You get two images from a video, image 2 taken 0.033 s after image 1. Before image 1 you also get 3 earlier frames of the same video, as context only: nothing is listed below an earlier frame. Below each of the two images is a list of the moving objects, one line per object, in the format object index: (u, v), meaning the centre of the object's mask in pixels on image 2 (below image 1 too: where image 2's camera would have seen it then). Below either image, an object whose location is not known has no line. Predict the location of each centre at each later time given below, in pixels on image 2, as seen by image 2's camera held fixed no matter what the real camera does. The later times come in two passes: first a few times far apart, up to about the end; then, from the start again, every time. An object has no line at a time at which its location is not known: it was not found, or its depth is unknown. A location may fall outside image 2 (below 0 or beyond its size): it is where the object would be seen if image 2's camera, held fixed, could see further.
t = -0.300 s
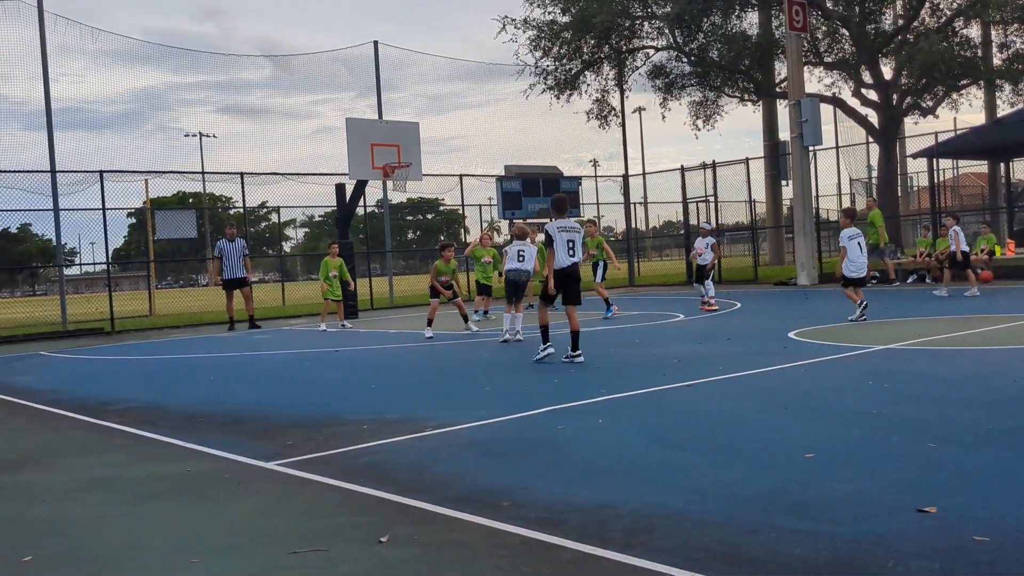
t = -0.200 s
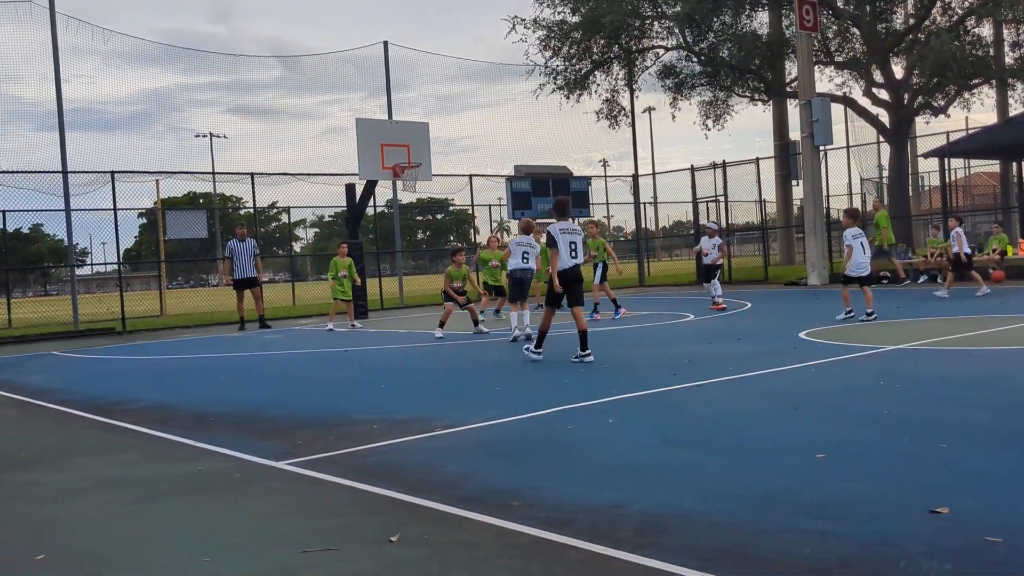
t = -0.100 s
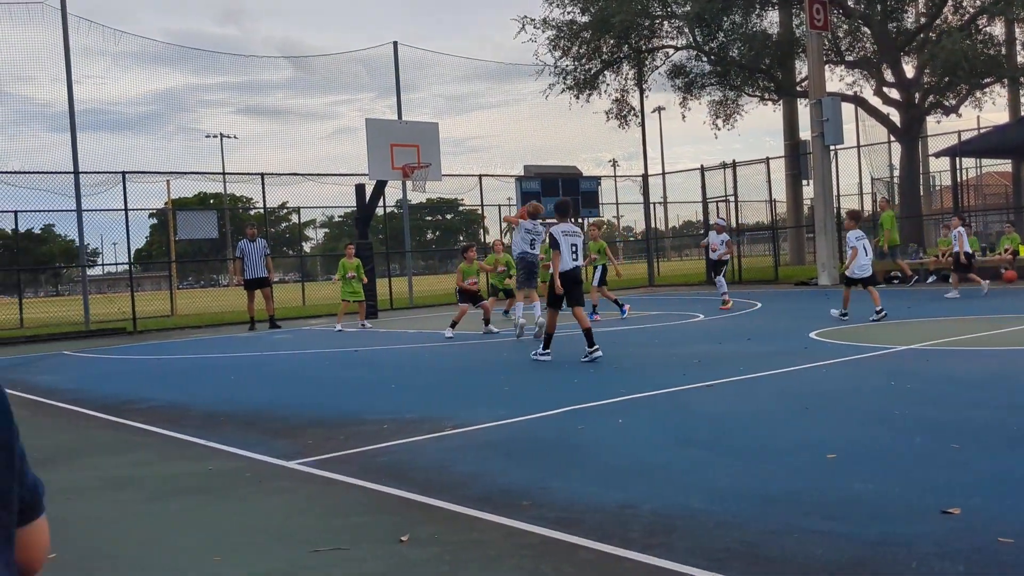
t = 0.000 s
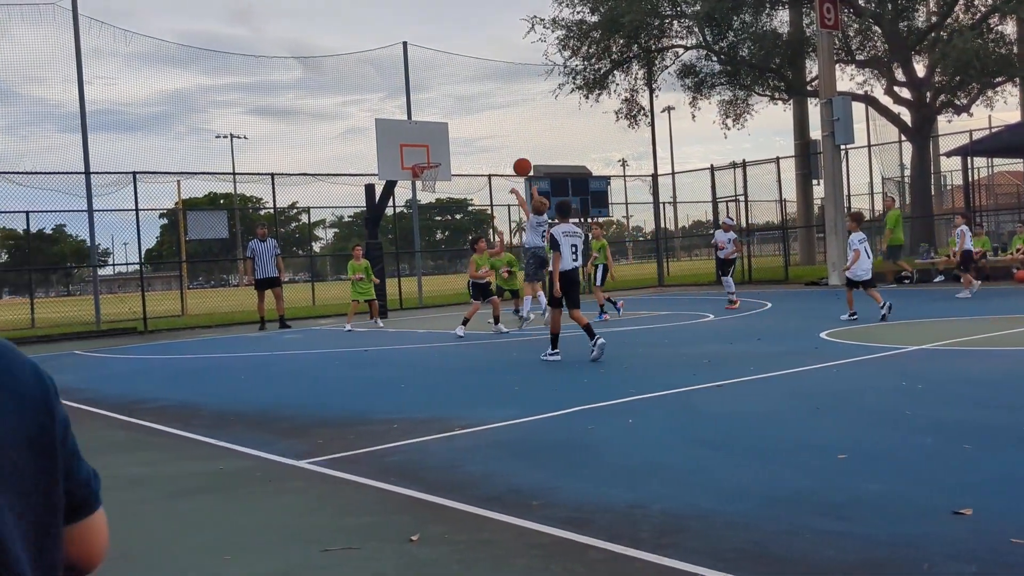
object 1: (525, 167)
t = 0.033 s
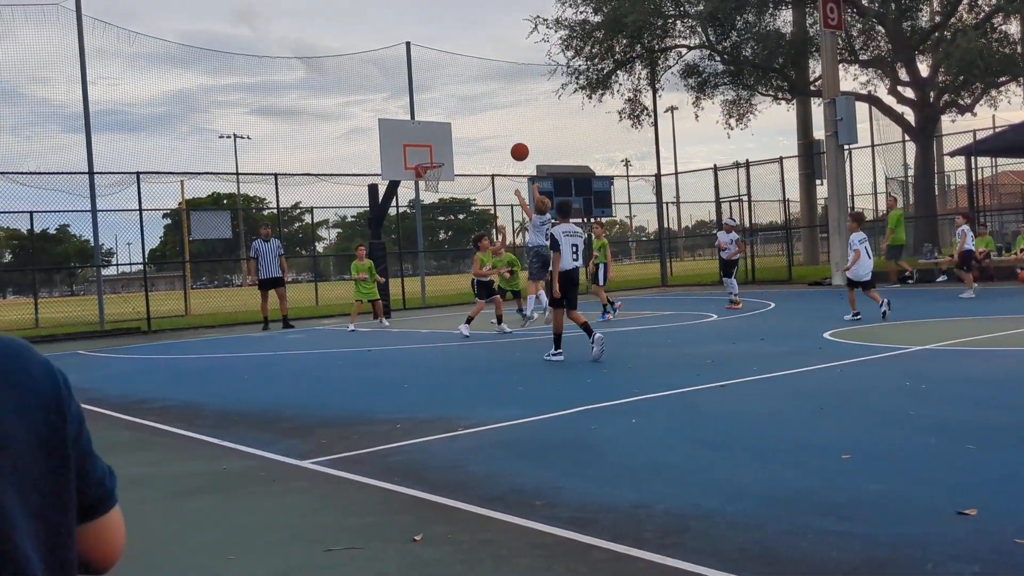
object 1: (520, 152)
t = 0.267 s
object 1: (486, 77)
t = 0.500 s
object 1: (460, 47)
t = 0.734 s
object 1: (441, 55)
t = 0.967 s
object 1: (427, 95)
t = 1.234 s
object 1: (415, 156)
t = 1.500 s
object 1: (436, 130)
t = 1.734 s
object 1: (456, 139)
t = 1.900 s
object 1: (472, 166)
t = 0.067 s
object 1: (514, 138)
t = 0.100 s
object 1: (509, 125)
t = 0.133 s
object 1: (504, 113)
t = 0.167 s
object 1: (499, 103)
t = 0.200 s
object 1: (494, 93)
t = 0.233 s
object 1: (490, 84)
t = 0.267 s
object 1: (486, 77)
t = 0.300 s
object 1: (482, 70)
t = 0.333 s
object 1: (478, 64)
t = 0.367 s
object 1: (474, 59)
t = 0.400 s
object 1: (470, 55)
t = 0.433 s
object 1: (467, 51)
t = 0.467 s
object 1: (464, 49)
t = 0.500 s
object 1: (460, 47)
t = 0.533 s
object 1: (457, 46)
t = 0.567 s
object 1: (454, 46)
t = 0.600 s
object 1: (451, 46)
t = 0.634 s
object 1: (449, 48)
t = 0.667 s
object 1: (446, 49)
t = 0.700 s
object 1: (443, 52)
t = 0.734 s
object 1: (441, 55)
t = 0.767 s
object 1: (439, 59)
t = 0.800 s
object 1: (436, 64)
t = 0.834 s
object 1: (434, 69)
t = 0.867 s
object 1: (432, 74)
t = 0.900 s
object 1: (430, 81)
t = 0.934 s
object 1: (428, 88)
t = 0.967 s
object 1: (427, 95)
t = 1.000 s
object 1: (425, 103)
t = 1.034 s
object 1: (424, 111)
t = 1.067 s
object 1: (422, 120)
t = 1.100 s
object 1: (421, 129)
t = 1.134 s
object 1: (419, 139)
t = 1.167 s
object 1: (418, 149)
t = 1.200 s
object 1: (417, 159)
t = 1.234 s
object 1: (415, 156)
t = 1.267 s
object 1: (418, 151)
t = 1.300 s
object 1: (421, 146)
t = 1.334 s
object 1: (423, 142)
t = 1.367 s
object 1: (425, 138)
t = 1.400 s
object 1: (428, 135)
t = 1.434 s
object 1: (431, 133)
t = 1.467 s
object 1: (433, 131)
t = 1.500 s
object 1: (436, 130)
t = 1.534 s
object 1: (439, 129)
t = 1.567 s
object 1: (441, 129)
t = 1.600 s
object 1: (444, 130)
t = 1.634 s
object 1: (447, 131)
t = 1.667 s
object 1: (450, 133)
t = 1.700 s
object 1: (453, 136)
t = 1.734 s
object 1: (456, 139)
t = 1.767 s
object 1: (459, 143)
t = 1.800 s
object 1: (462, 148)
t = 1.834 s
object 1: (465, 153)
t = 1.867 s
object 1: (469, 159)
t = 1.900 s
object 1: (472, 166)
